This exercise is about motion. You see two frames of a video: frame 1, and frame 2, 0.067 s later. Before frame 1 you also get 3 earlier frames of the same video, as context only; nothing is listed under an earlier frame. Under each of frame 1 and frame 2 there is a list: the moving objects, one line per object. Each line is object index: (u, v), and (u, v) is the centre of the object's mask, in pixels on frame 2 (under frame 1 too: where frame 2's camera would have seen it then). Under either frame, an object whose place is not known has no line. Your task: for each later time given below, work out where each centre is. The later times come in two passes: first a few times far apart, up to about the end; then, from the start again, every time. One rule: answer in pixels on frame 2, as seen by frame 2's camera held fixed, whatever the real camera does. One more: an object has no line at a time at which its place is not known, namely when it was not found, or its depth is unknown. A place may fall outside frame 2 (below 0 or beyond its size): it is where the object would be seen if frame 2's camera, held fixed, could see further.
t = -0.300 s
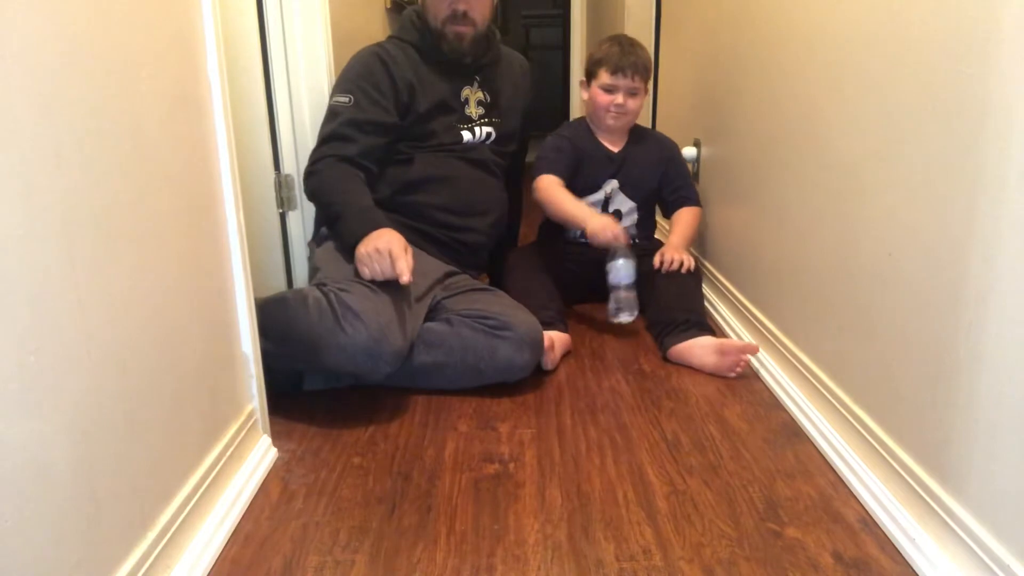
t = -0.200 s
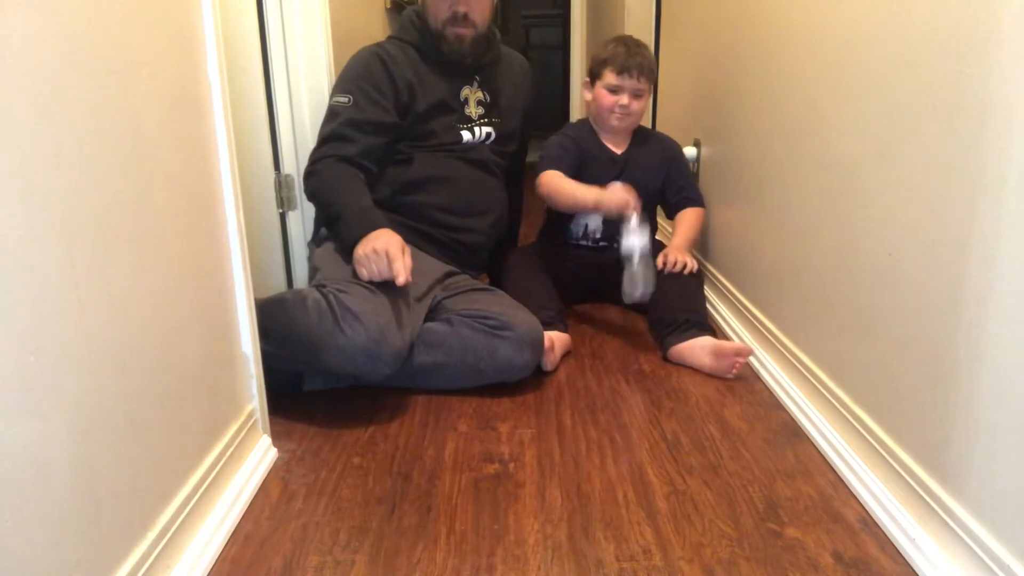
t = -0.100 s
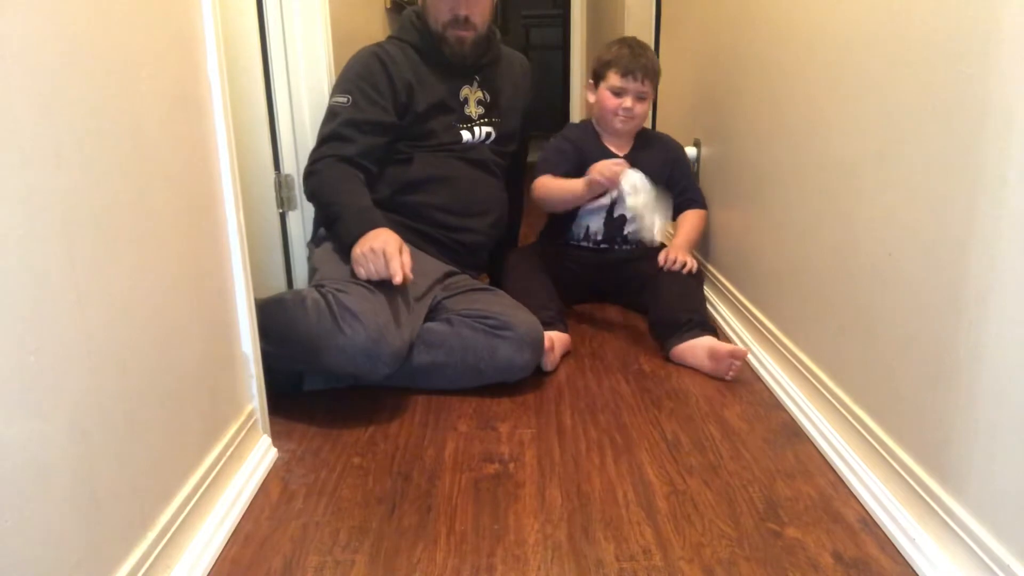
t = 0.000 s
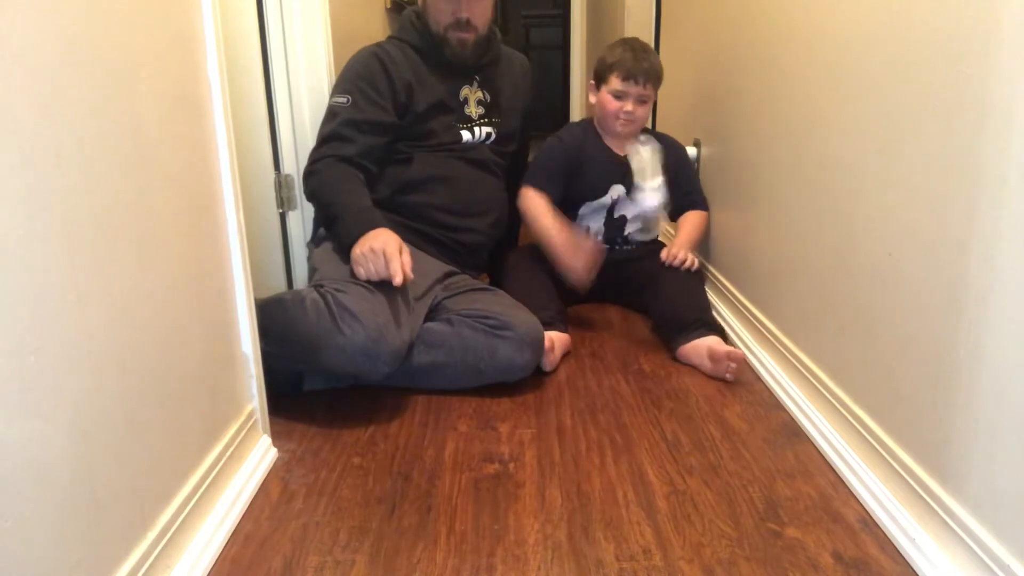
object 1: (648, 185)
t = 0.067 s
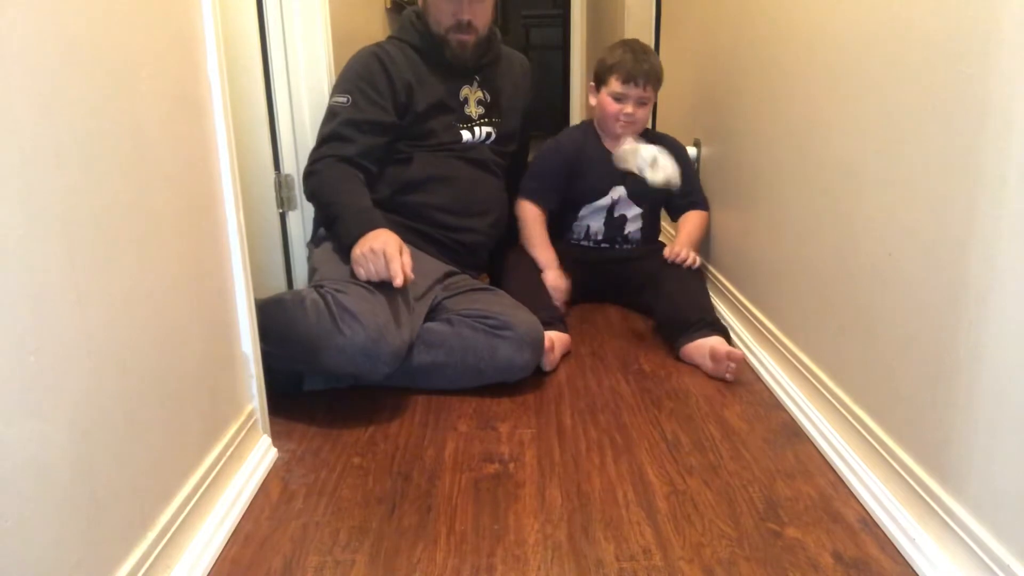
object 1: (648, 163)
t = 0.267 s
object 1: (618, 251)
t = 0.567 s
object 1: (599, 290)
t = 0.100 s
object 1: (640, 162)
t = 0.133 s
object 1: (635, 171)
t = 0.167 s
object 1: (631, 183)
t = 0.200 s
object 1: (628, 201)
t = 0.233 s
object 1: (623, 225)
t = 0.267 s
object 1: (618, 251)
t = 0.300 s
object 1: (613, 280)
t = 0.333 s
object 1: (610, 298)
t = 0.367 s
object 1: (607, 295)
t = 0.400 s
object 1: (604, 294)
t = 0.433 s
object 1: (603, 293)
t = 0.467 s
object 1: (602, 292)
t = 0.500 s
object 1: (600, 291)
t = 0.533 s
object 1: (599, 290)
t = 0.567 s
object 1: (599, 290)
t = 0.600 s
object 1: (599, 290)
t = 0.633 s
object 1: (599, 290)
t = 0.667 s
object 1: (599, 290)
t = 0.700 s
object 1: (599, 290)
